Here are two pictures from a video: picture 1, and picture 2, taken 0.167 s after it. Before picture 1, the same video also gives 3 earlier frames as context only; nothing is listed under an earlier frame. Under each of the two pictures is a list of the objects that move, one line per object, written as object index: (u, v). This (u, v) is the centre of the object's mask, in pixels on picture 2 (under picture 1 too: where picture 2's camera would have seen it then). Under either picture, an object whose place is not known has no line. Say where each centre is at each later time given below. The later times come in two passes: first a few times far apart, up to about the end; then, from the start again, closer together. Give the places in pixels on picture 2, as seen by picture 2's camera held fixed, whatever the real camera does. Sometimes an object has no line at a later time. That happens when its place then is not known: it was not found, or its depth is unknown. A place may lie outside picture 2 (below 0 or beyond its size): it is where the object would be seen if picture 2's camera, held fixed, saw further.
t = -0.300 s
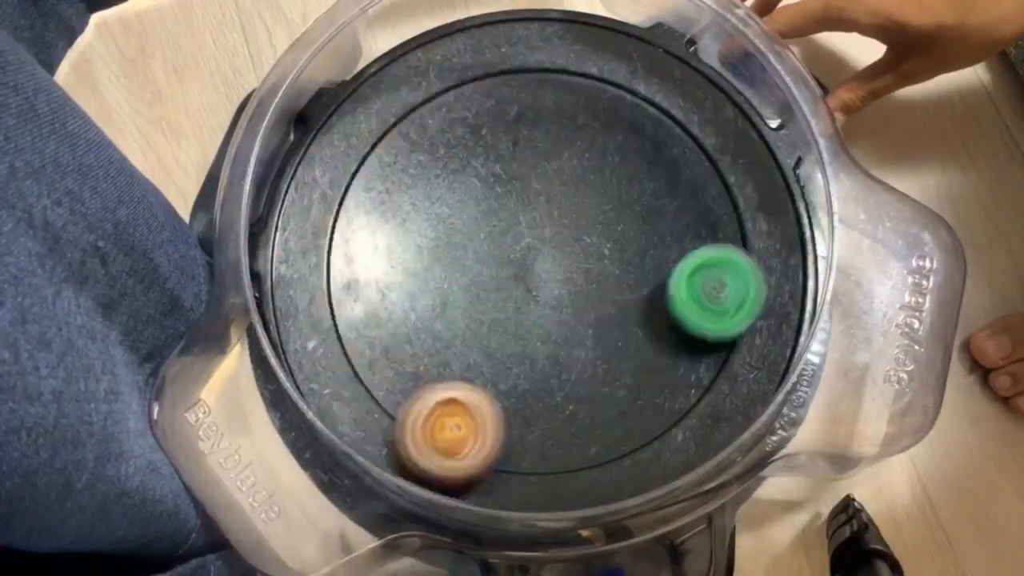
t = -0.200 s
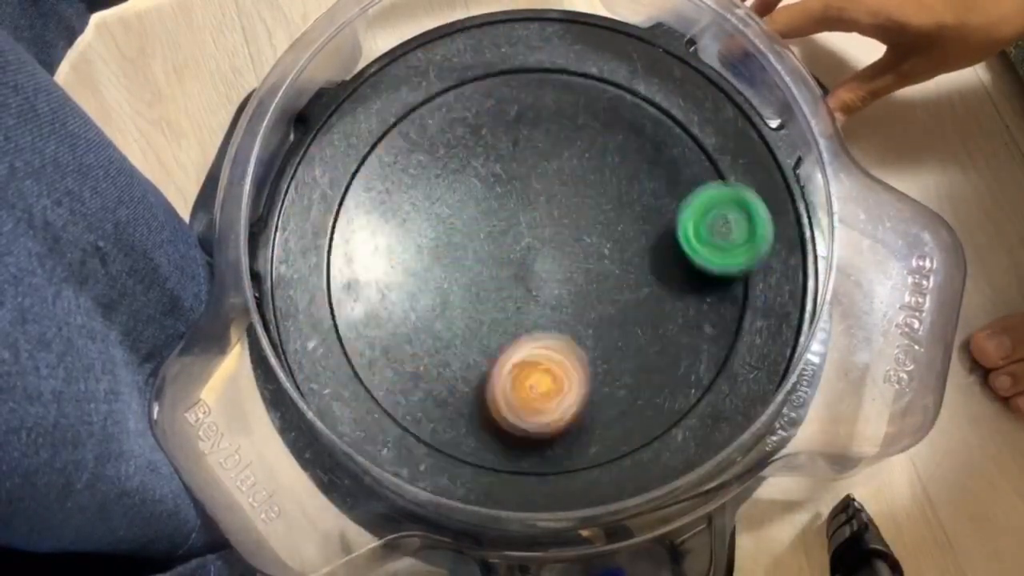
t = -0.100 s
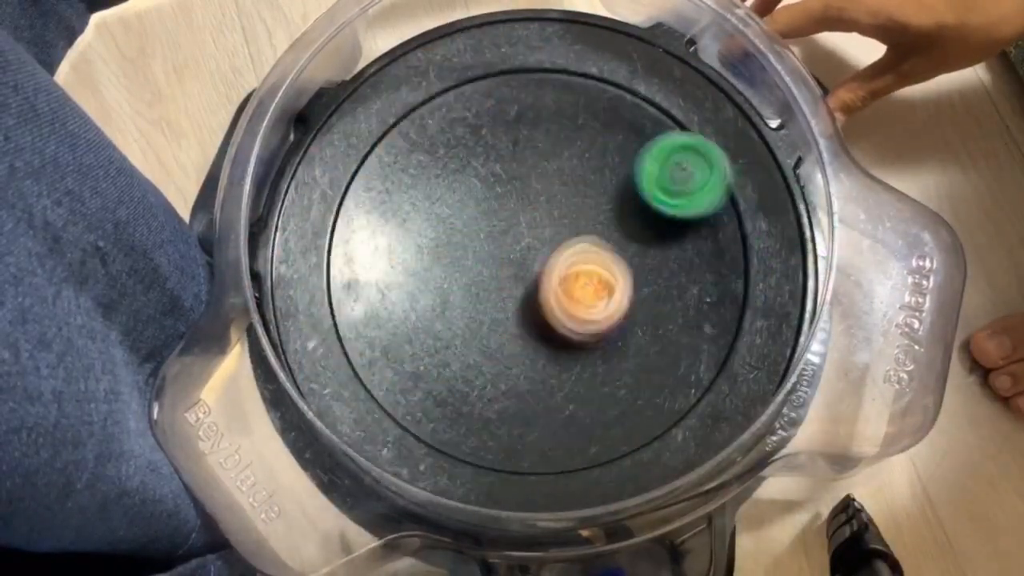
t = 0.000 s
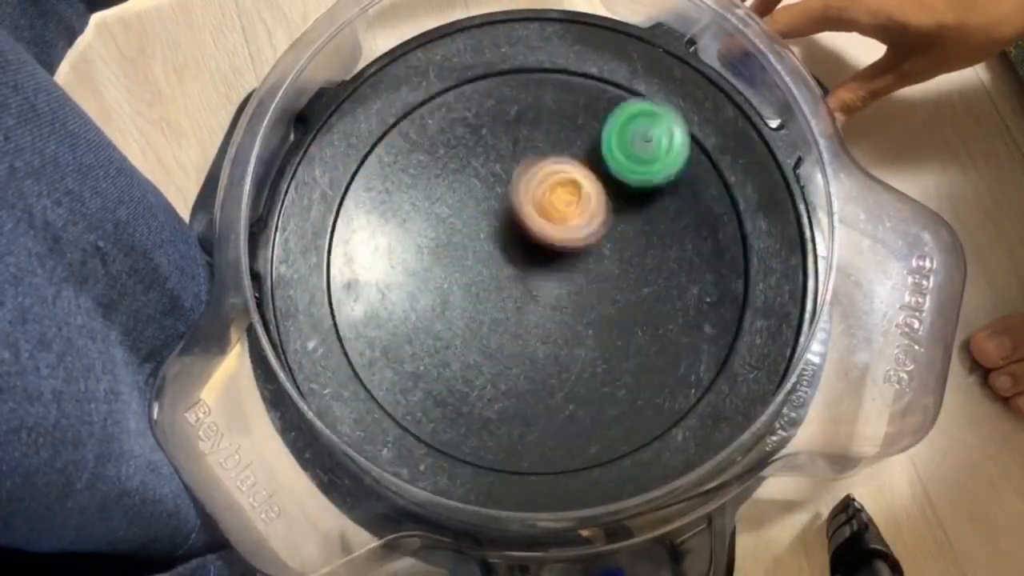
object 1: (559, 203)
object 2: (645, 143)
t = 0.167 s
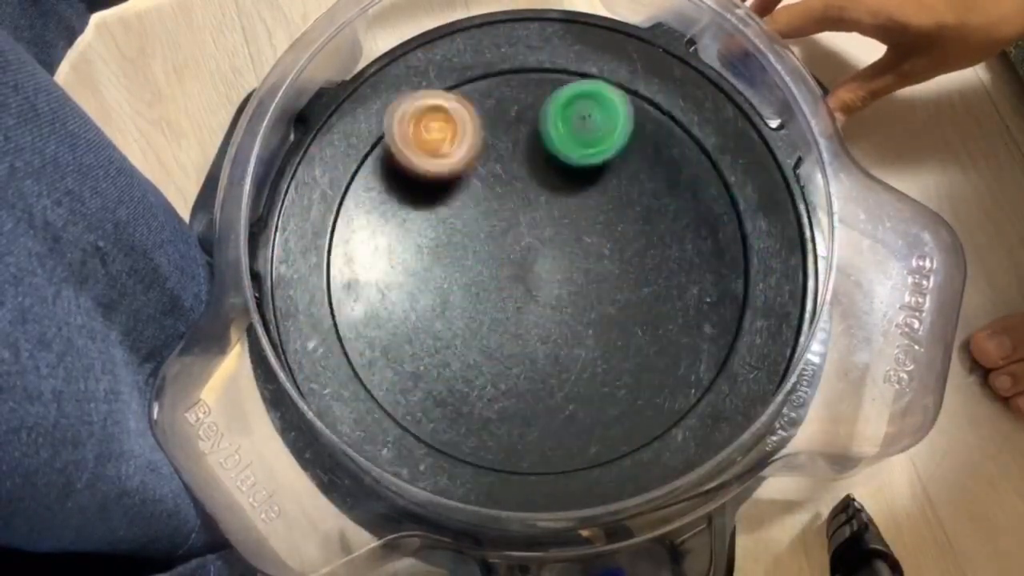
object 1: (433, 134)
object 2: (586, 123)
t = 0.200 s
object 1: (407, 135)
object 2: (568, 128)
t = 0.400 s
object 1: (365, 253)
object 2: (502, 212)
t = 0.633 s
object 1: (495, 370)
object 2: (615, 225)
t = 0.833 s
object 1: (620, 291)
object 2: (664, 205)
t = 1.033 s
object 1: (563, 206)
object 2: (683, 165)
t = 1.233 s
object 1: (445, 251)
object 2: (630, 215)
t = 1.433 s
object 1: (513, 357)
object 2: (587, 280)
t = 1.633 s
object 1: (537, 451)
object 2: (627, 246)
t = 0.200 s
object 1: (407, 135)
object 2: (568, 128)
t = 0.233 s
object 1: (381, 140)
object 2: (551, 136)
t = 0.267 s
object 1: (366, 153)
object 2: (535, 149)
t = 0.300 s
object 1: (361, 178)
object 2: (524, 165)
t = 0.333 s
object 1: (358, 203)
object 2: (514, 181)
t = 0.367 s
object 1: (356, 227)
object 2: (506, 198)
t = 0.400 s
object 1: (365, 253)
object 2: (502, 212)
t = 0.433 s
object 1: (381, 277)
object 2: (500, 226)
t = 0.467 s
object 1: (410, 301)
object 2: (500, 238)
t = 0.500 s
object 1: (437, 315)
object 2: (505, 248)
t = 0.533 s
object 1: (442, 337)
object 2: (536, 242)
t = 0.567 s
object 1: (455, 355)
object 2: (567, 235)
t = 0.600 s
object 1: (474, 365)
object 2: (595, 230)
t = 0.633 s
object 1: (495, 370)
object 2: (615, 225)
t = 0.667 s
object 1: (523, 366)
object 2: (629, 220)
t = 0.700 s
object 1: (547, 359)
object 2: (640, 217)
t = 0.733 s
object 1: (573, 346)
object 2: (648, 215)
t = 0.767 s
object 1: (594, 327)
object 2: (653, 212)
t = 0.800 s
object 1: (612, 308)
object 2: (657, 211)
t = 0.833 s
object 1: (620, 291)
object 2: (664, 205)
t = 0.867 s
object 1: (616, 283)
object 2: (677, 190)
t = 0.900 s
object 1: (612, 269)
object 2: (686, 177)
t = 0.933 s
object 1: (608, 252)
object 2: (688, 169)
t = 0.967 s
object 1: (597, 233)
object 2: (688, 164)
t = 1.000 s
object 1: (581, 216)
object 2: (686, 163)
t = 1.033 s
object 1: (563, 206)
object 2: (683, 165)
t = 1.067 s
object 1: (540, 201)
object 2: (678, 169)
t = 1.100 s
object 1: (517, 200)
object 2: (670, 176)
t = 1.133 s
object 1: (494, 205)
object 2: (662, 184)
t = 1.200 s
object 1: (457, 230)
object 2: (641, 204)
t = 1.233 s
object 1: (445, 251)
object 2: (630, 215)
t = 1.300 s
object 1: (441, 297)
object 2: (614, 236)
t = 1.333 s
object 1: (450, 318)
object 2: (607, 249)
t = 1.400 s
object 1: (489, 350)
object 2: (593, 270)
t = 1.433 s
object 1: (513, 357)
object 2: (587, 280)
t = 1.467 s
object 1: (529, 364)
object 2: (589, 283)
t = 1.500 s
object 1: (522, 387)
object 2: (607, 272)
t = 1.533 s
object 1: (518, 408)
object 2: (621, 261)
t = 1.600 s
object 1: (527, 438)
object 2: (631, 249)
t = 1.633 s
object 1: (537, 451)
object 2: (627, 246)
